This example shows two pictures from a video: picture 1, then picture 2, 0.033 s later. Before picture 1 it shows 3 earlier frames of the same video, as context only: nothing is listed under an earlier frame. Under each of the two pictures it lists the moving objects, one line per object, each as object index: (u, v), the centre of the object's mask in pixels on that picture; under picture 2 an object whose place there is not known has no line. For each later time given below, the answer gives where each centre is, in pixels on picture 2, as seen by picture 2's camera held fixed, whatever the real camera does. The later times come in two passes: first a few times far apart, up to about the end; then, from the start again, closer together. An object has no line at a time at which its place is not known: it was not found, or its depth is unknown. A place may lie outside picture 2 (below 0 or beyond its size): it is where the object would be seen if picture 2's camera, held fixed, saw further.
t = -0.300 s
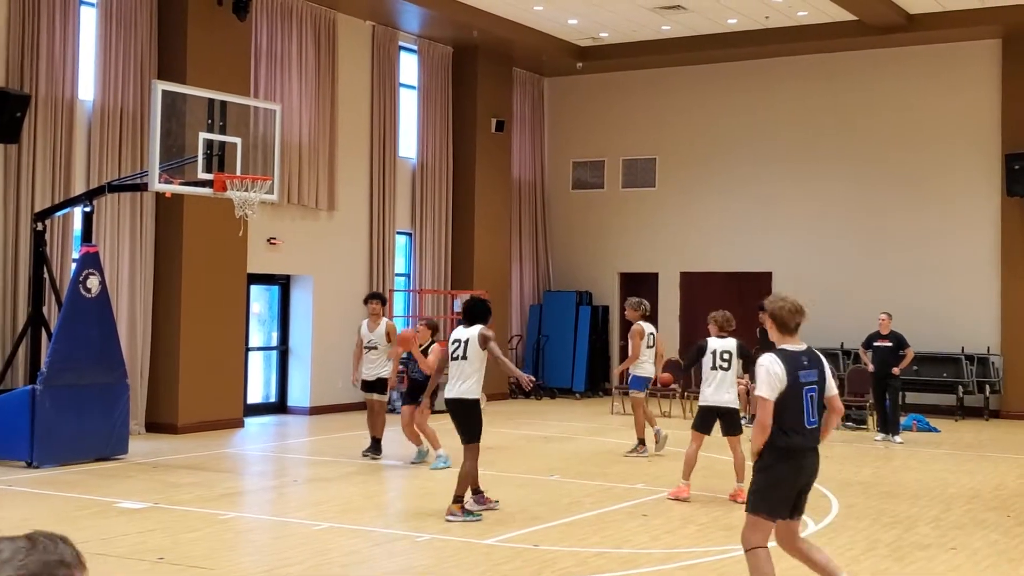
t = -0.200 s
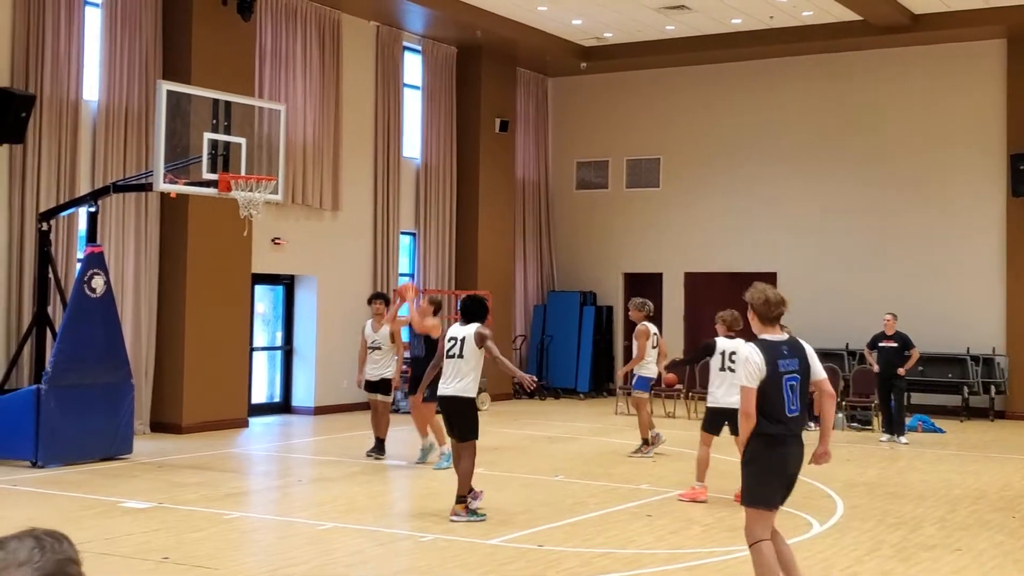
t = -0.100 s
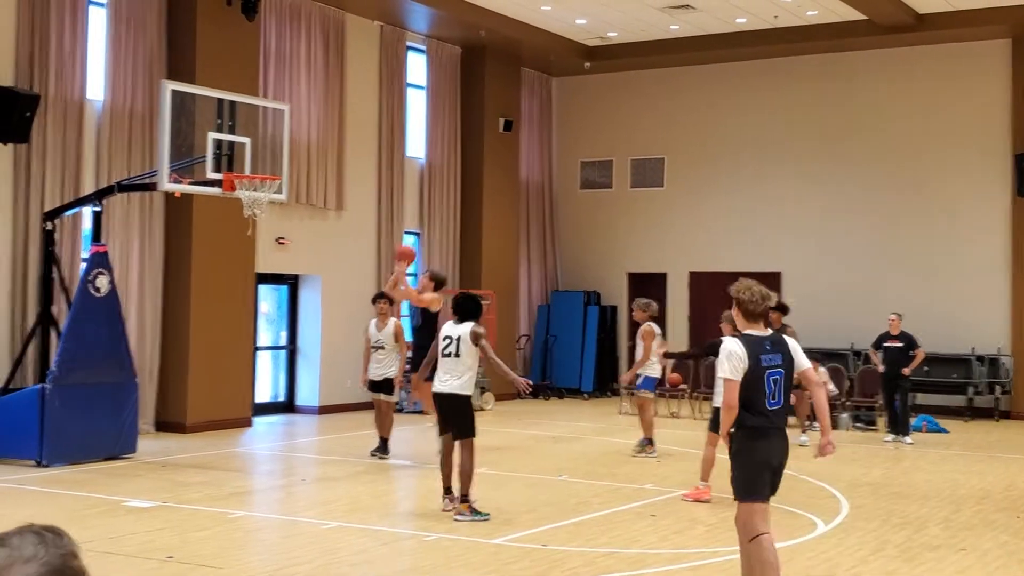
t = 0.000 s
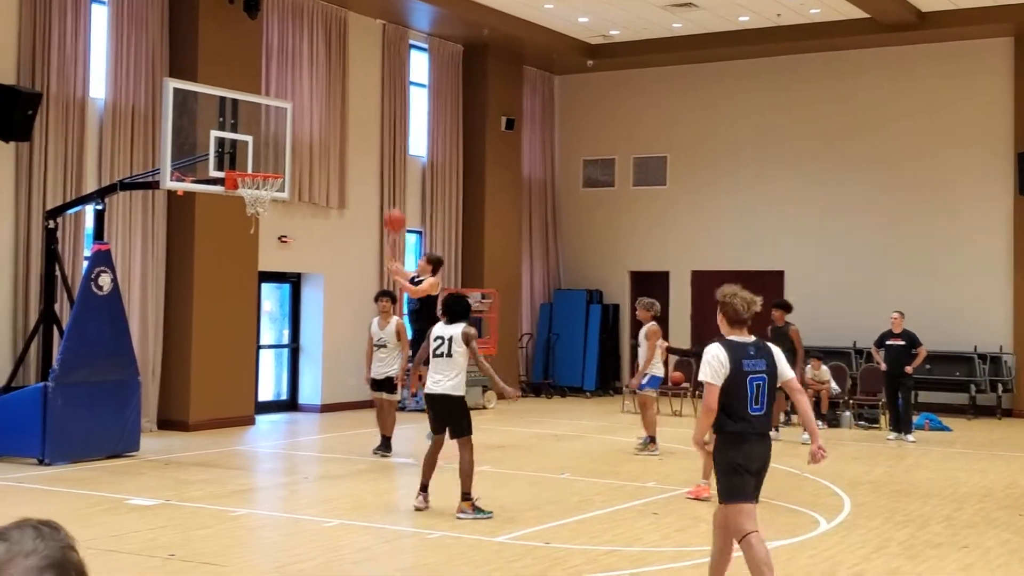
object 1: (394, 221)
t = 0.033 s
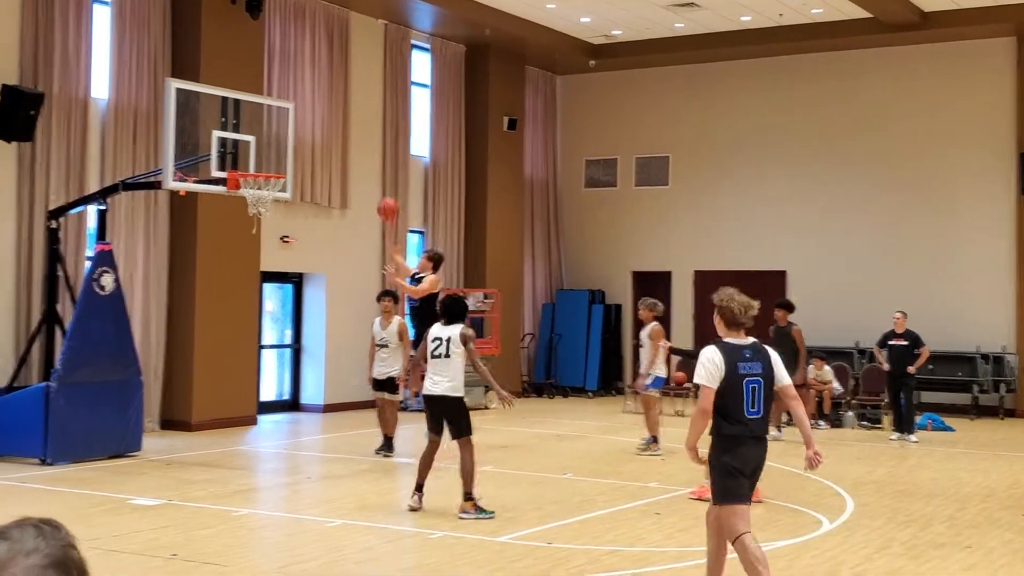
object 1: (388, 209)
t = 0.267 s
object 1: (317, 153)
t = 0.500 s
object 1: (264, 145)
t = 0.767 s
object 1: (255, 183)
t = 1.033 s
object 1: (256, 194)
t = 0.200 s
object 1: (338, 163)
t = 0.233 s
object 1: (327, 158)
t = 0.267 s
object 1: (317, 153)
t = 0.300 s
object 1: (306, 149)
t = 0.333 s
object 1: (296, 145)
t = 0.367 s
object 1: (286, 143)
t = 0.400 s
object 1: (275, 142)
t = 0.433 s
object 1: (264, 141)
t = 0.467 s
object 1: (263, 143)
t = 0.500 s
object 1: (264, 145)
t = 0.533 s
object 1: (266, 149)
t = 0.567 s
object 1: (267, 153)
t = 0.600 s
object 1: (268, 158)
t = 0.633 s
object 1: (270, 164)
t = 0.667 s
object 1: (272, 168)
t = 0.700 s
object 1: (268, 173)
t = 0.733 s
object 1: (262, 180)
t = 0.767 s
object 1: (255, 183)
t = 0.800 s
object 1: (252, 187)
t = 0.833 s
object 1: (251, 189)
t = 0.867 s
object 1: (249, 187)
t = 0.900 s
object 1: (251, 187)
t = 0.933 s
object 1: (251, 186)
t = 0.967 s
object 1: (251, 189)
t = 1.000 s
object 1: (253, 190)
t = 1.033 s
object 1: (256, 194)
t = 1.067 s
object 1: (258, 198)
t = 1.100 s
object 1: (259, 200)
